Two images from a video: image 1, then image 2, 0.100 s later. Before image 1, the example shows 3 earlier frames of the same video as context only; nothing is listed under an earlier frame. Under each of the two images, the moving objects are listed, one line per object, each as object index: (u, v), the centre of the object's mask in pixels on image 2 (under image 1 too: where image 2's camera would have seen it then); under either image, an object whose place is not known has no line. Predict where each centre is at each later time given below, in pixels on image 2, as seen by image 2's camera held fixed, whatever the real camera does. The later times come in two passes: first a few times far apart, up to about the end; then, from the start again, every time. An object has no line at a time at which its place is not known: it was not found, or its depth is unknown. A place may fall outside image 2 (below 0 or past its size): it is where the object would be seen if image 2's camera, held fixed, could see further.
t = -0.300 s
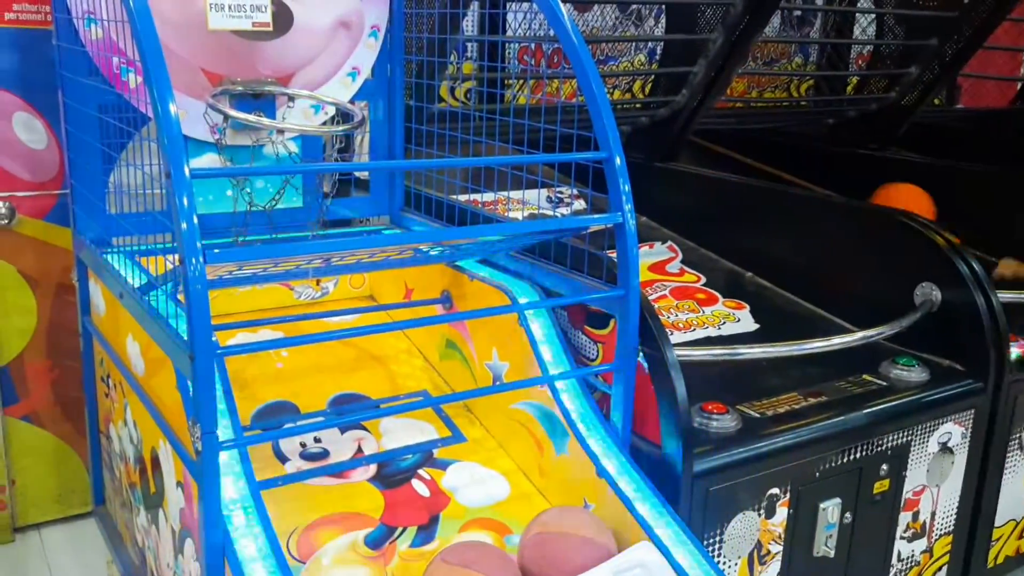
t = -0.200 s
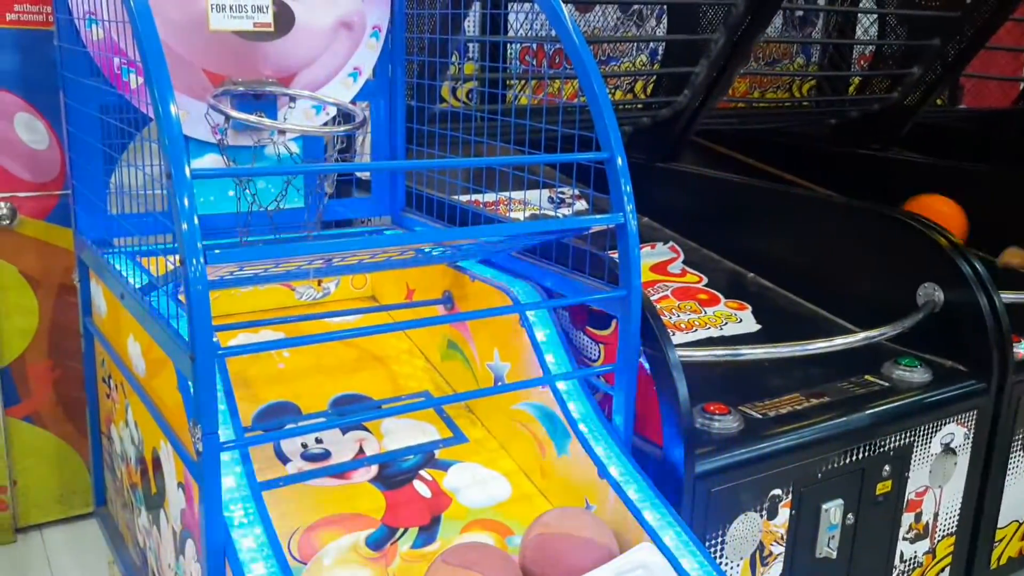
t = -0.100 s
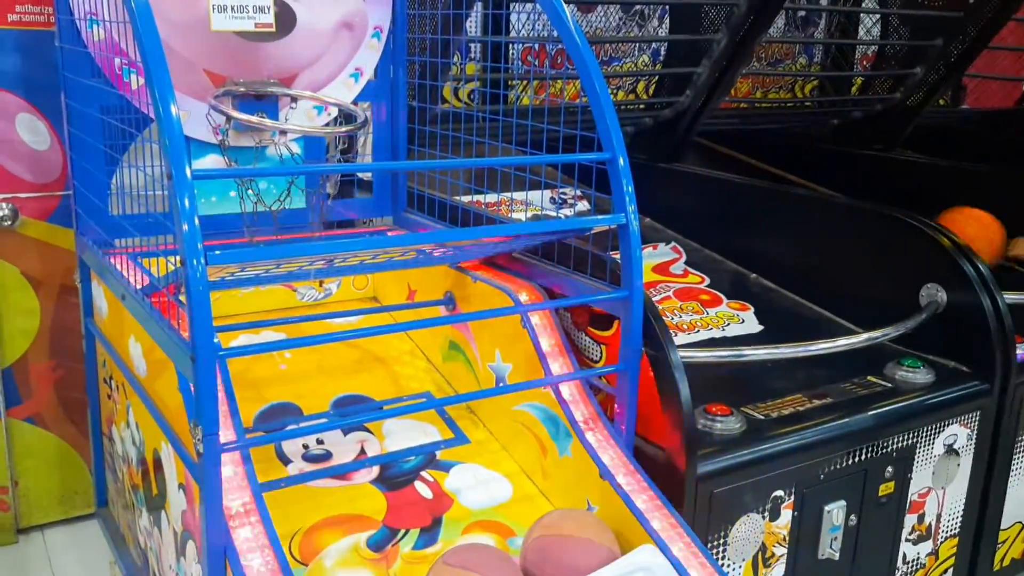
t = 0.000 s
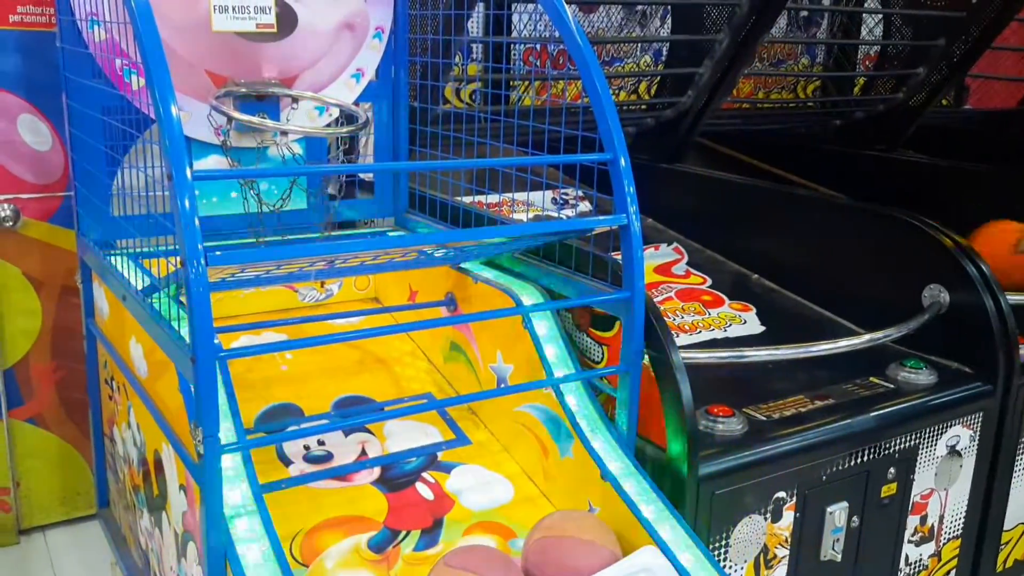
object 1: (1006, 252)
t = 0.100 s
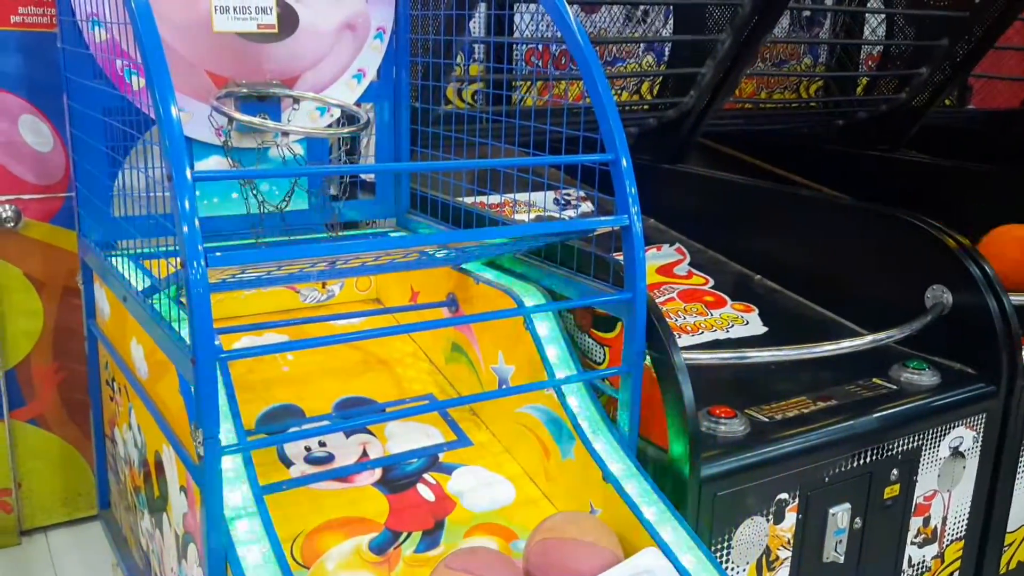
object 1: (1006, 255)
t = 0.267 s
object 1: (999, 253)
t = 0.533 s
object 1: (991, 251)
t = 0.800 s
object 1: (988, 249)
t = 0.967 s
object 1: (988, 250)
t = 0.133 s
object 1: (1005, 255)
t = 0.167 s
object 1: (1004, 257)
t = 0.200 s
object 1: (1002, 254)
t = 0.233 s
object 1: (1000, 253)
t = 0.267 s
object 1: (999, 253)
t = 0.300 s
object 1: (998, 254)
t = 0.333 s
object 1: (996, 252)
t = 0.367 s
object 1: (996, 252)
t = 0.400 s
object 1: (995, 252)
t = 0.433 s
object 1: (993, 251)
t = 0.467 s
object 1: (993, 251)
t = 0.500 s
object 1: (992, 251)
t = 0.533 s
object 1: (991, 251)
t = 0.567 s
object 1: (991, 250)
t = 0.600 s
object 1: (990, 250)
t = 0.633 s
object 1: (989, 250)
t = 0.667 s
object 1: (989, 250)
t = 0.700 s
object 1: (989, 250)
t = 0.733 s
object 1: (988, 249)
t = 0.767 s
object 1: (988, 249)
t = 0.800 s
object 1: (988, 249)
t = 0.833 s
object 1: (988, 250)
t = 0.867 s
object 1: (988, 250)
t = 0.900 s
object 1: (988, 250)
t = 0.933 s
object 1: (988, 250)
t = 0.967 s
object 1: (988, 250)
